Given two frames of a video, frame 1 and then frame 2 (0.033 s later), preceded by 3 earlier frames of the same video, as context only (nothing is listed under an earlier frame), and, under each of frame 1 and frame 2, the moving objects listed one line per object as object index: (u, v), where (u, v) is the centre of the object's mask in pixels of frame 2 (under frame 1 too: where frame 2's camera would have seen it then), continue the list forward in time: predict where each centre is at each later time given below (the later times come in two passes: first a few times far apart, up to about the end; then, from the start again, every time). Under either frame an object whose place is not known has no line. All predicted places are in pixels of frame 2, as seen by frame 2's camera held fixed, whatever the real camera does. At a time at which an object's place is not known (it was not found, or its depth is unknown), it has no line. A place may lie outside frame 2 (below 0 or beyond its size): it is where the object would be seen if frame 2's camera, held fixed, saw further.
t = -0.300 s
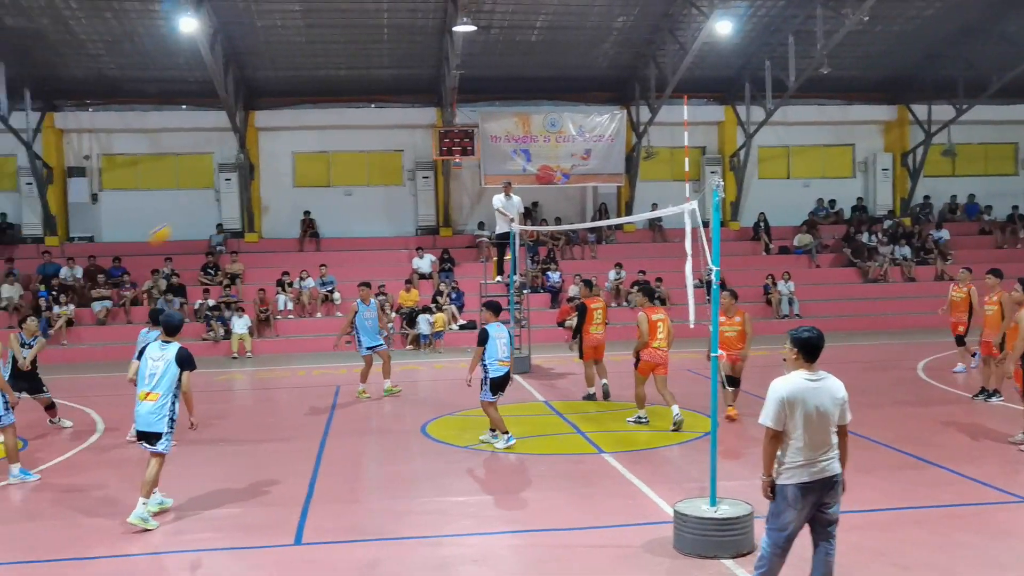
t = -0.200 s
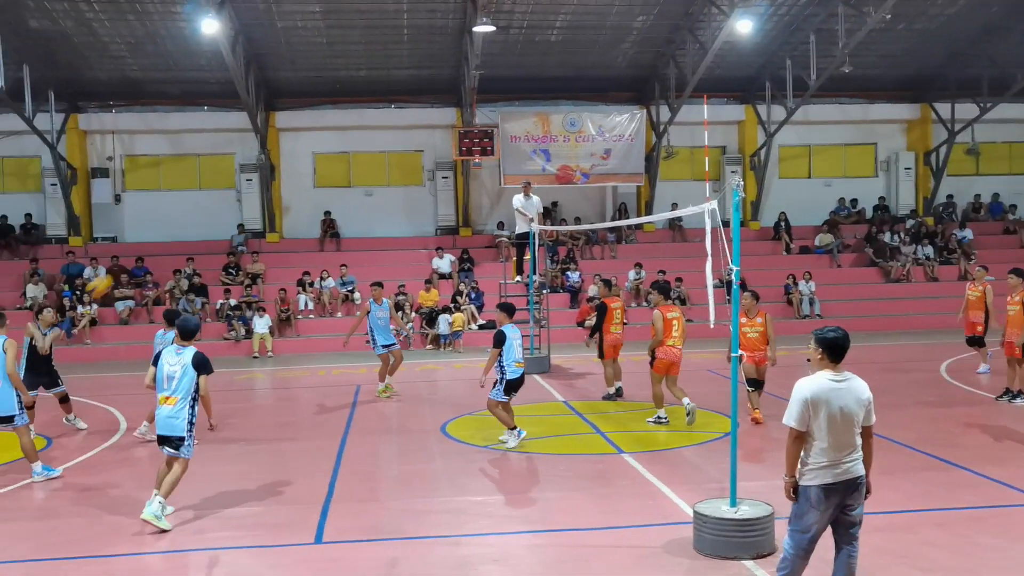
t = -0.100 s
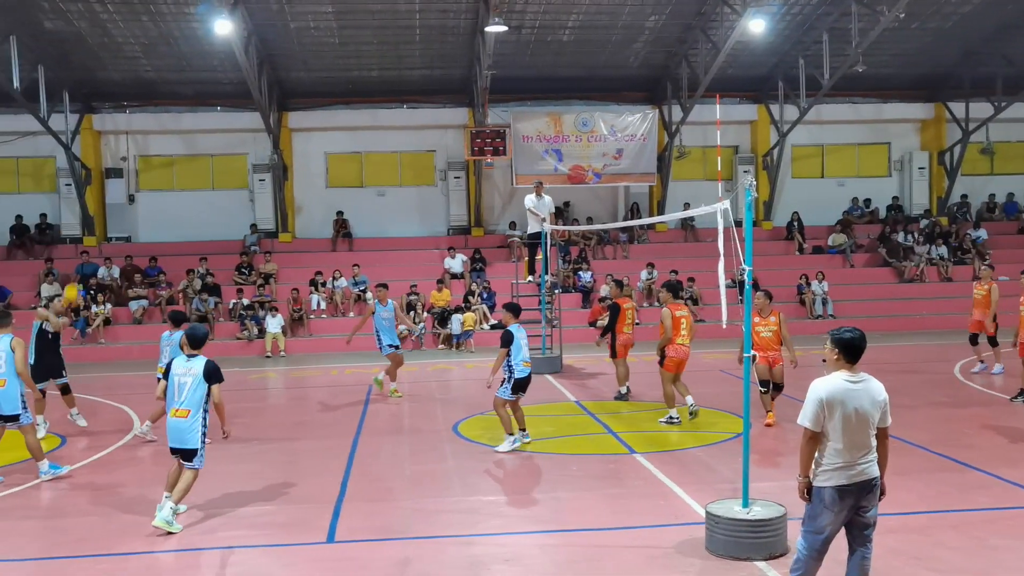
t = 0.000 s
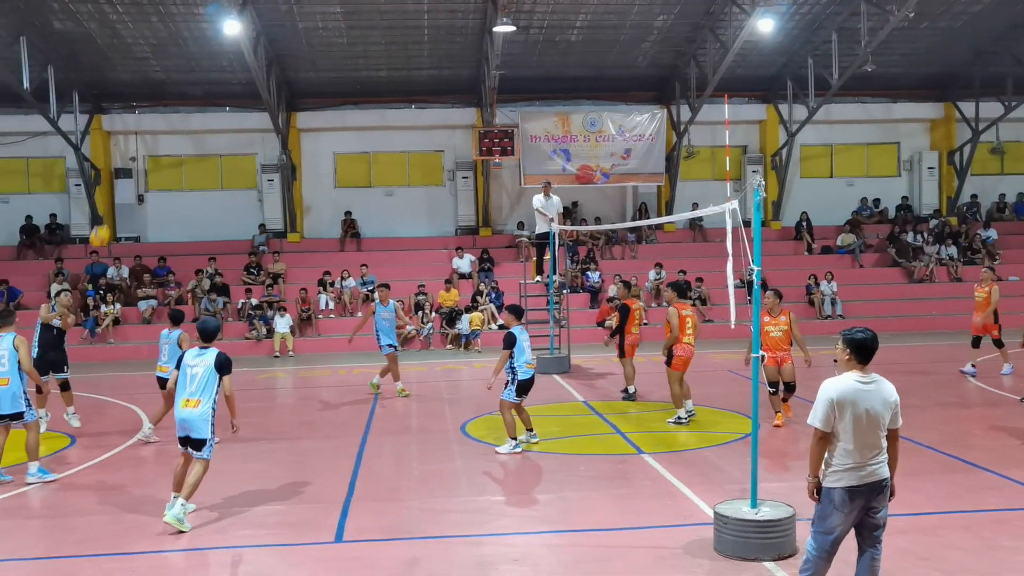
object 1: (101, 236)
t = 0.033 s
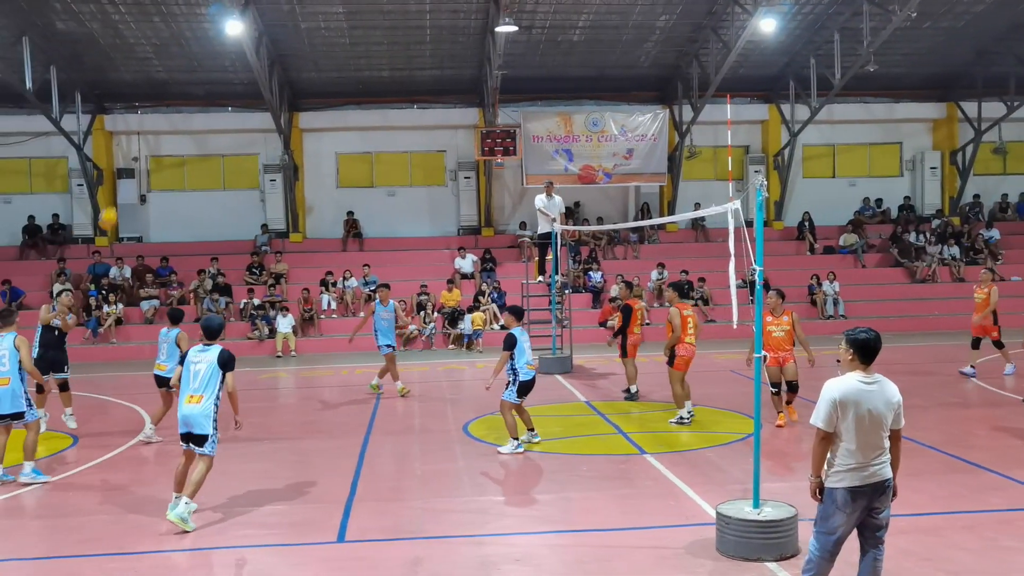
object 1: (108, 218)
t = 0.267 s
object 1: (157, 113)
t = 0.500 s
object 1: (205, 52)
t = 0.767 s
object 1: (262, 39)
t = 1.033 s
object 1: (322, 88)
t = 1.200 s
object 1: (361, 153)
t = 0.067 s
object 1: (114, 202)
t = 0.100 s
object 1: (121, 183)
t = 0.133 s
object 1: (128, 168)
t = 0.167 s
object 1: (135, 154)
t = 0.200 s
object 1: (143, 140)
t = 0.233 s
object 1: (149, 127)
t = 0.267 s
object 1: (157, 113)
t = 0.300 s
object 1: (164, 102)
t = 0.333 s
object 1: (170, 92)
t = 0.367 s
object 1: (177, 82)
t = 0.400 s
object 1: (184, 73)
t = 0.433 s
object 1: (191, 66)
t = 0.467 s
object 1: (198, 58)
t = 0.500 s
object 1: (205, 52)
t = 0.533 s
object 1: (212, 47)
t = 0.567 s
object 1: (218, 44)
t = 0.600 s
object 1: (224, 43)
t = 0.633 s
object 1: (232, 42)
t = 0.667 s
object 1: (241, 38)
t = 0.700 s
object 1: (249, 36)
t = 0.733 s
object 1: (255, 37)
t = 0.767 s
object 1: (262, 39)
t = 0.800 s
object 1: (269, 41)
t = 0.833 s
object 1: (276, 45)
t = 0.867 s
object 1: (284, 49)
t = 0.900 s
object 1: (291, 55)
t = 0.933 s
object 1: (299, 62)
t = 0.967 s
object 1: (306, 70)
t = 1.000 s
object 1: (314, 78)
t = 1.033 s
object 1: (322, 88)
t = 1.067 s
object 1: (330, 99)
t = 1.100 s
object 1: (337, 110)
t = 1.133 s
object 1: (345, 124)
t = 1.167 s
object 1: (353, 137)
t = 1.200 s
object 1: (361, 153)
